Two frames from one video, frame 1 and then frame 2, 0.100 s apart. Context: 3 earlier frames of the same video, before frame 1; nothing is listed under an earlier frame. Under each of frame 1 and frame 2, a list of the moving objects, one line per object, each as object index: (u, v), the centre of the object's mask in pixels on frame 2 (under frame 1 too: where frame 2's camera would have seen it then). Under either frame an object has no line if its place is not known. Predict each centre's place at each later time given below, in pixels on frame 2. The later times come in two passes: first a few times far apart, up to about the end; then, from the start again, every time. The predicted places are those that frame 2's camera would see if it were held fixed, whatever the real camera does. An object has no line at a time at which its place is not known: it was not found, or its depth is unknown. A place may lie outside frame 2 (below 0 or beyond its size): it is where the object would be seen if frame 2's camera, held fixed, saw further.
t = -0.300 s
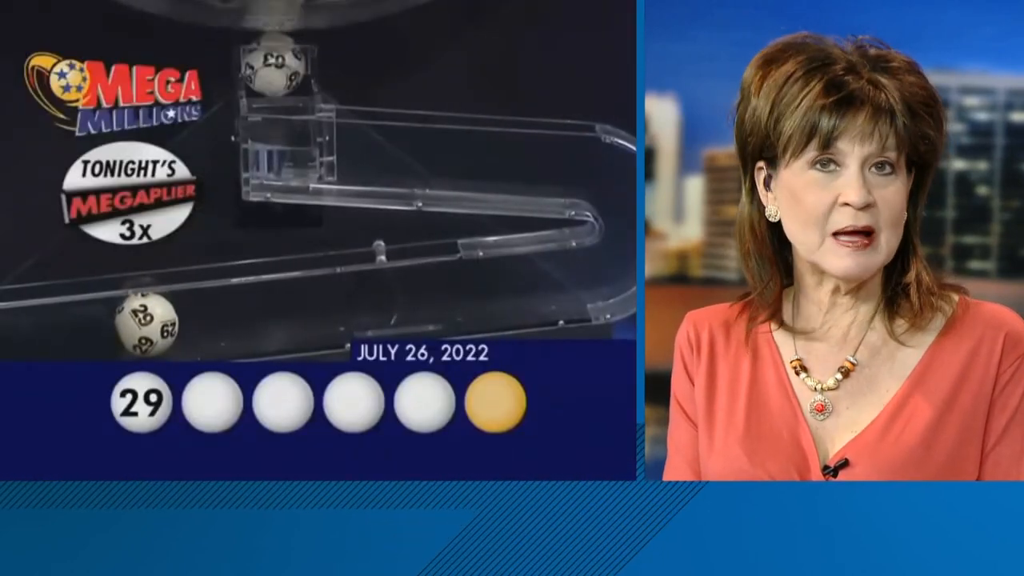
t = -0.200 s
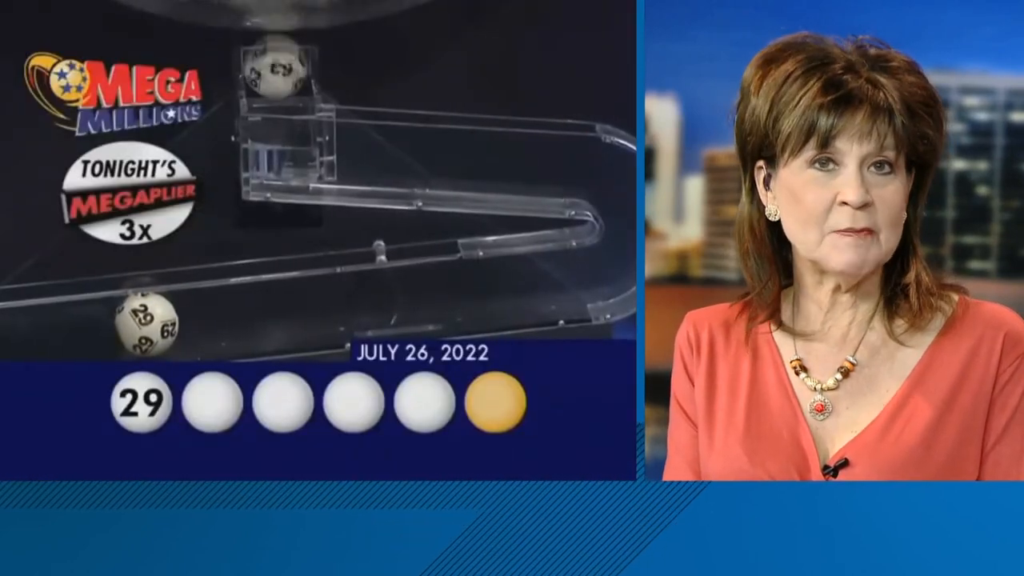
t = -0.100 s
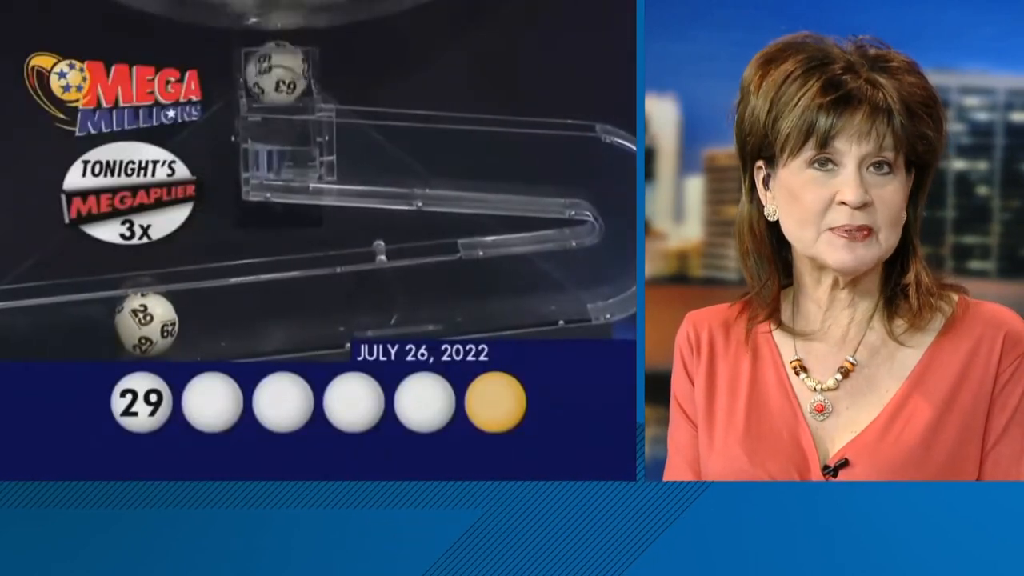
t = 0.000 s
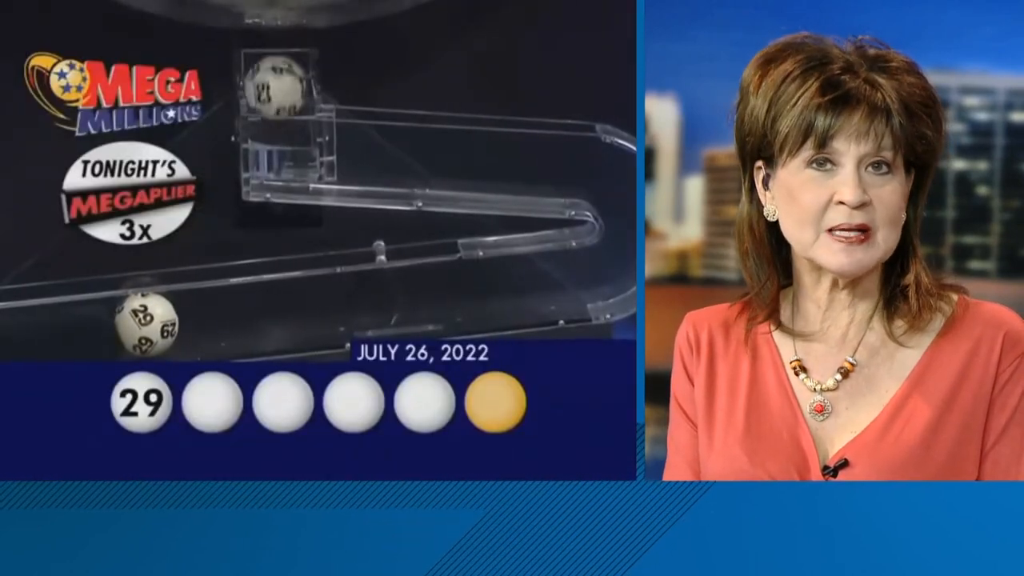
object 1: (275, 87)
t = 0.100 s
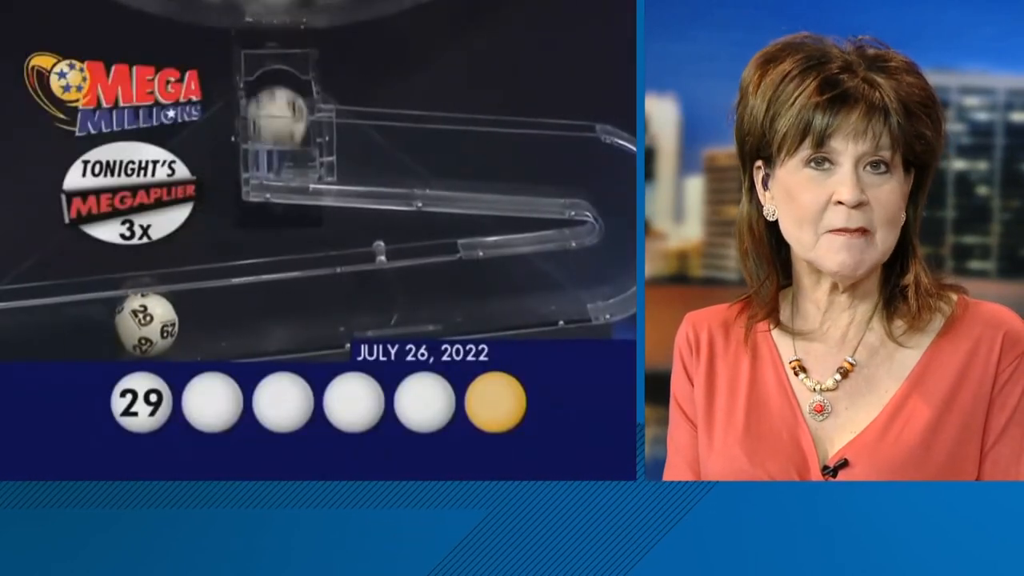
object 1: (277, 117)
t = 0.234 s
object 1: (293, 150)
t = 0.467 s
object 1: (448, 162)
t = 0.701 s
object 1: (619, 190)
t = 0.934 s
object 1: (442, 291)
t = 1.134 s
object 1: (259, 311)
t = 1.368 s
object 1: (224, 315)
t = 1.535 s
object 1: (215, 316)
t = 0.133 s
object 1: (281, 126)
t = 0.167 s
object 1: (283, 132)
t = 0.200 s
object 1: (286, 142)
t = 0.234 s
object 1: (293, 150)
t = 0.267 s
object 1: (308, 156)
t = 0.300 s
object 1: (333, 157)
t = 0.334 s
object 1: (358, 158)
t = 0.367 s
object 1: (378, 160)
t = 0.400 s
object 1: (400, 162)
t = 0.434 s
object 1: (424, 162)
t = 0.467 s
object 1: (448, 162)
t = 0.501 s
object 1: (471, 164)
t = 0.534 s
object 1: (495, 165)
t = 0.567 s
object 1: (520, 167)
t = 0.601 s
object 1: (548, 168)
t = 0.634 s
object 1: (575, 171)
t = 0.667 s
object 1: (602, 176)
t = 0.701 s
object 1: (619, 190)
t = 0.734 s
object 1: (622, 228)
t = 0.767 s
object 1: (607, 268)
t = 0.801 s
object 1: (566, 277)
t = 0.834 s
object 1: (528, 281)
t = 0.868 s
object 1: (496, 286)
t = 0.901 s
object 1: (469, 288)
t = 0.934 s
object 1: (442, 291)
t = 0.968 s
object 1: (413, 294)
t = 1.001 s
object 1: (383, 297)
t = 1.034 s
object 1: (354, 301)
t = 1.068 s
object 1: (322, 302)
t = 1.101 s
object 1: (290, 307)
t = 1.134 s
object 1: (259, 311)
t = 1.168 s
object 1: (225, 314)
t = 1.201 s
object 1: (207, 313)
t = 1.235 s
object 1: (210, 314)
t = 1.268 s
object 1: (217, 314)
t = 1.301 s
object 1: (222, 313)
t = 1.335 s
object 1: (224, 313)
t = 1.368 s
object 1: (224, 315)
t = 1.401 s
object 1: (224, 315)
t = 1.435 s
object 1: (223, 315)
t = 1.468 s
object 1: (221, 315)
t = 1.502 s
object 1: (218, 316)
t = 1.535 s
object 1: (215, 316)
